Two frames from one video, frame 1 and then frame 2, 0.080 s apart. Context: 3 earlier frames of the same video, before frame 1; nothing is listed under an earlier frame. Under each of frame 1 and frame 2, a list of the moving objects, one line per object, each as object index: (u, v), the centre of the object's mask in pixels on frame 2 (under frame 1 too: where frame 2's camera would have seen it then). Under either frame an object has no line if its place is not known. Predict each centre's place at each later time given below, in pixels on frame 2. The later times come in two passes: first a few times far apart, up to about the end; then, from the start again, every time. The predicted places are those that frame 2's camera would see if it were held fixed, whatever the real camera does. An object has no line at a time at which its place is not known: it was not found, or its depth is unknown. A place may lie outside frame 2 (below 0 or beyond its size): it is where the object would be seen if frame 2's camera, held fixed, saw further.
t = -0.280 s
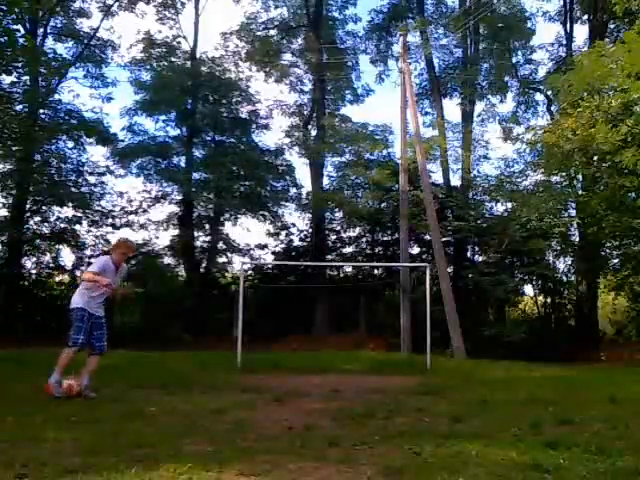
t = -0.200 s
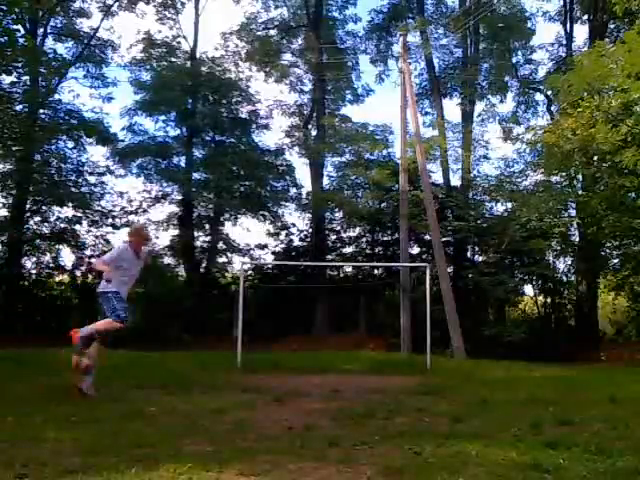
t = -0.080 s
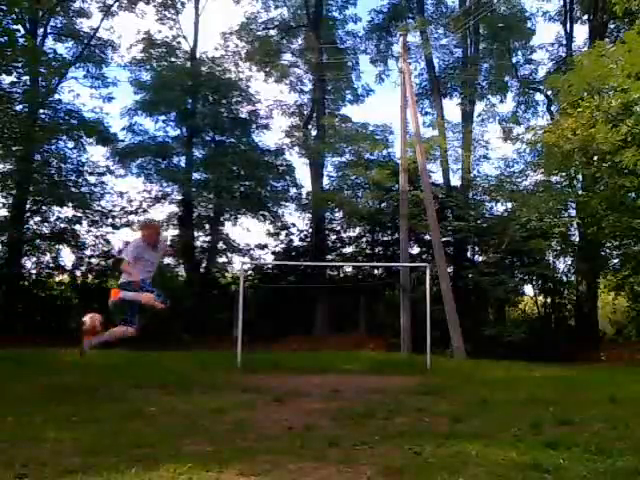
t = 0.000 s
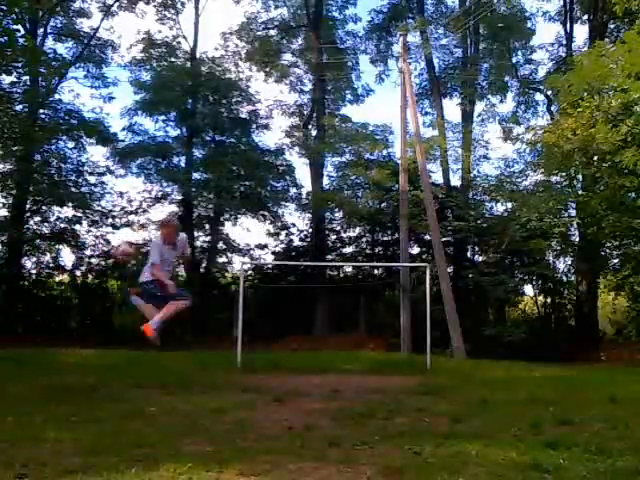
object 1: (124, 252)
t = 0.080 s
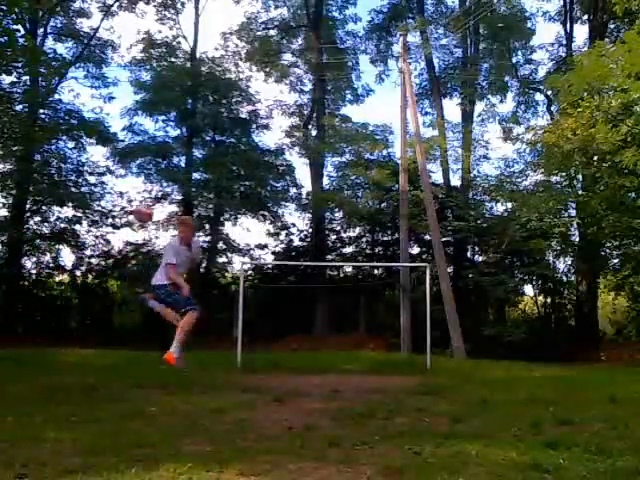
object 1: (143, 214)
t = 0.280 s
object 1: (199, 121)
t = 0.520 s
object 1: (258, 66)
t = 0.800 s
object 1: (320, 57)
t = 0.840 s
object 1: (327, 61)
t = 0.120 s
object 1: (152, 195)
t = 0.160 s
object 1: (164, 178)
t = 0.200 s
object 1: (182, 146)
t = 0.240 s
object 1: (191, 134)
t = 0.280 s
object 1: (199, 121)
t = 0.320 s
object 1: (207, 110)
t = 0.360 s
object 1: (215, 101)
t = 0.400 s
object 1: (224, 90)
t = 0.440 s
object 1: (242, 75)
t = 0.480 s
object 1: (249, 71)
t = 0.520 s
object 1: (258, 66)
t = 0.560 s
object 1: (265, 62)
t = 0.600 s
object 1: (271, 59)
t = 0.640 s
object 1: (290, 56)
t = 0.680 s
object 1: (296, 56)
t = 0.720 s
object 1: (304, 55)
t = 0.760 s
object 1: (312, 56)
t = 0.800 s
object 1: (320, 57)
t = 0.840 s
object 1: (327, 61)
